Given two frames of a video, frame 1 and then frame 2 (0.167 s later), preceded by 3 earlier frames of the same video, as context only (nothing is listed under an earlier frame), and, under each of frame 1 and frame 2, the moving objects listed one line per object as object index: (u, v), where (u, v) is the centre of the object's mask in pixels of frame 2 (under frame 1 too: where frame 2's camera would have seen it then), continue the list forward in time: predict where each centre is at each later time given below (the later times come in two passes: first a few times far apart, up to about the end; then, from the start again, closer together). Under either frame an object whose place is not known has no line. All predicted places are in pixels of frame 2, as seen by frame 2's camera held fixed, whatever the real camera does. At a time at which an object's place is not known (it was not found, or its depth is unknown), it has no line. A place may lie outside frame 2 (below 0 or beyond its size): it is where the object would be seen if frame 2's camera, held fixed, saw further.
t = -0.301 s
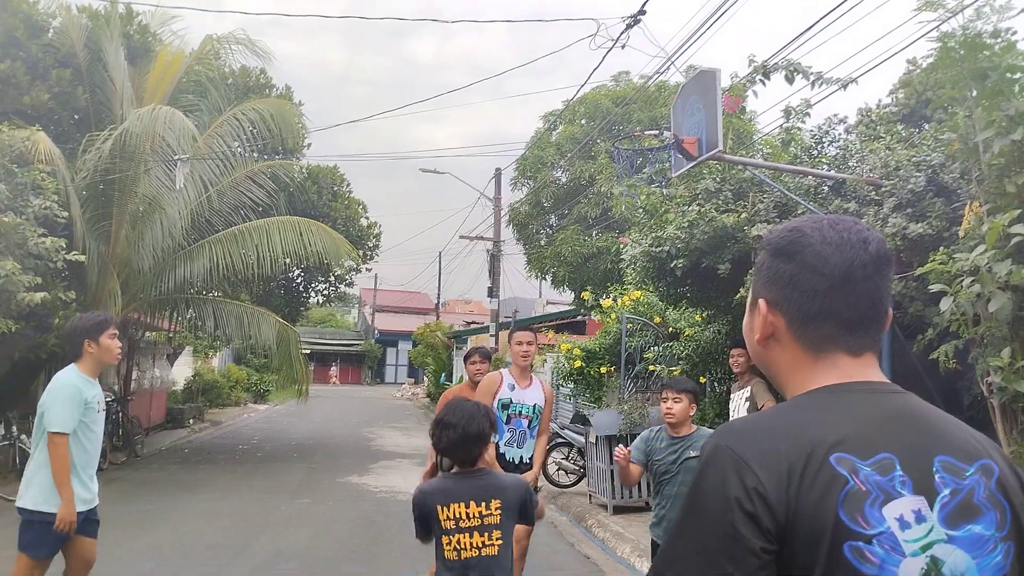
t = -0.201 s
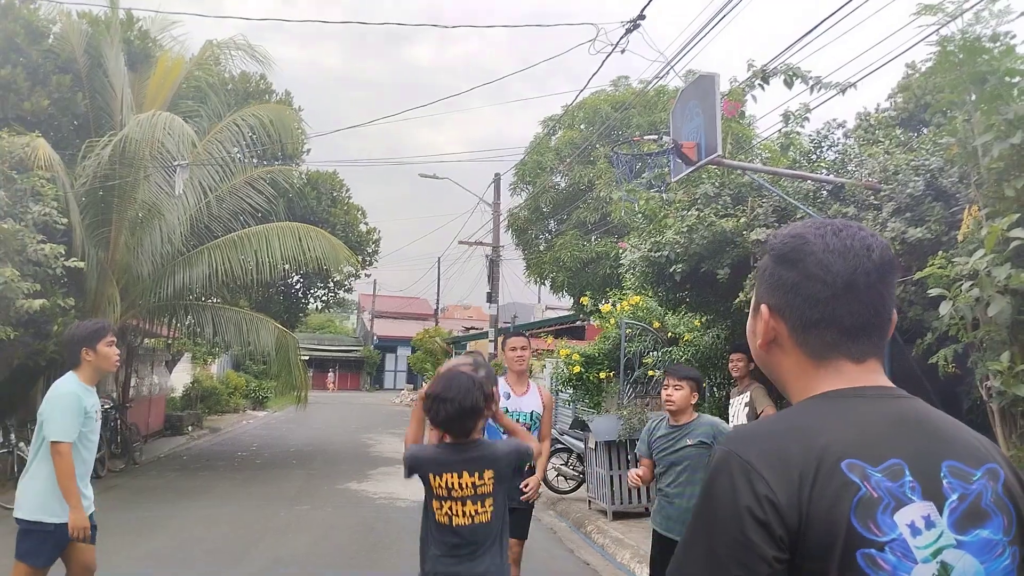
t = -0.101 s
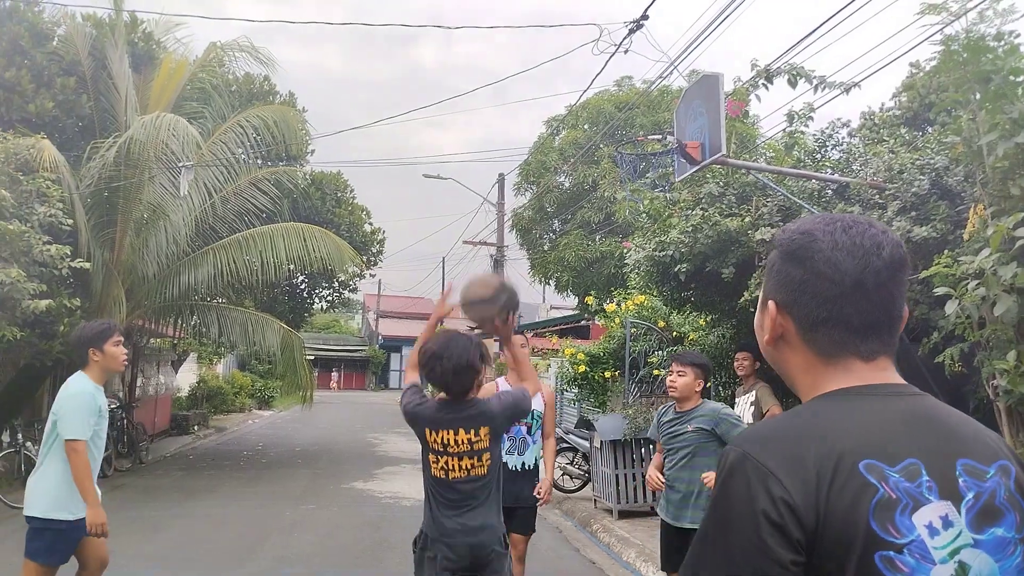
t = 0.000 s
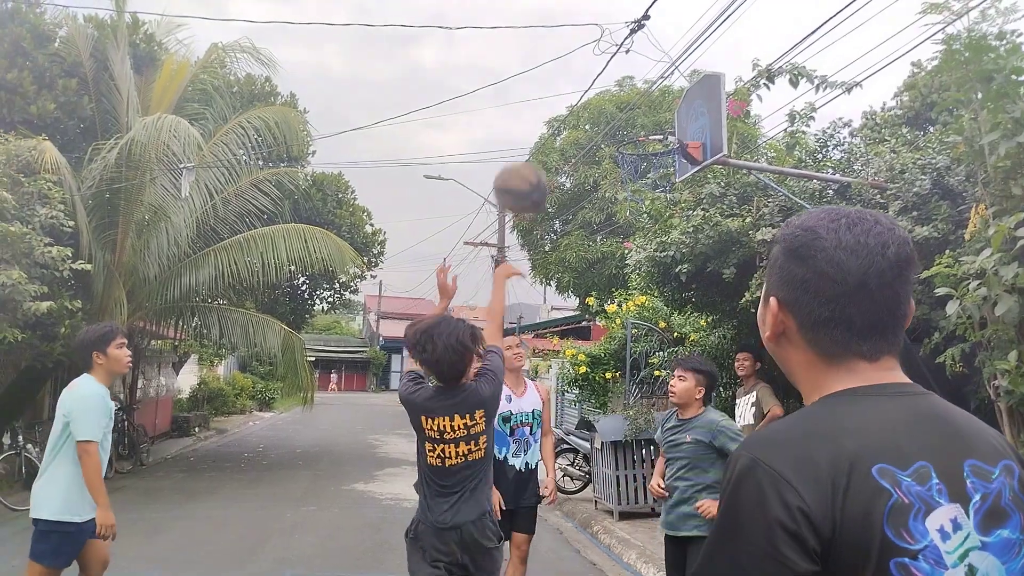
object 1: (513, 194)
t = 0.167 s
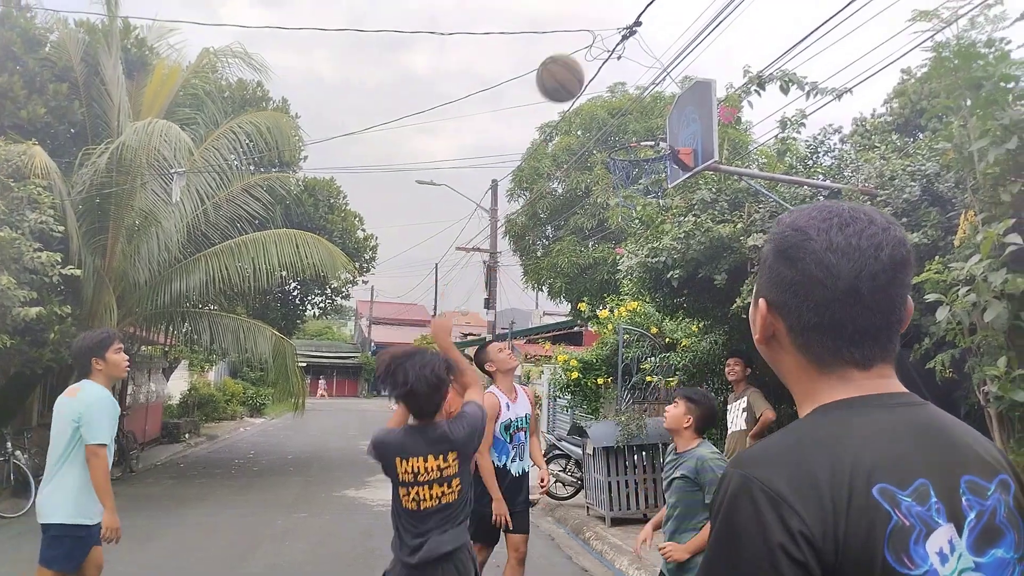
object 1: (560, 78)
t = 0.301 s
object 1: (590, 39)
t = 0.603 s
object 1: (634, 64)
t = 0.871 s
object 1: (639, 167)
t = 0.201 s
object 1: (567, 65)
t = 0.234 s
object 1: (575, 53)
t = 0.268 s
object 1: (583, 45)
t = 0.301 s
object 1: (590, 39)
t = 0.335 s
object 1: (595, 35)
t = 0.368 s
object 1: (601, 33)
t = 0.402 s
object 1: (607, 32)
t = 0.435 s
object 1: (611, 34)
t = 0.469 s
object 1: (616, 37)
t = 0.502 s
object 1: (621, 42)
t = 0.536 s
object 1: (626, 48)
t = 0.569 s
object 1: (630, 55)
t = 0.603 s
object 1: (634, 64)
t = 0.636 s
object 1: (638, 75)
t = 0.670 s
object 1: (642, 87)
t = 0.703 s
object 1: (645, 100)
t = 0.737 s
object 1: (649, 114)
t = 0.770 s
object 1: (652, 128)
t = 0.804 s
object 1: (652, 142)
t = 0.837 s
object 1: (648, 150)
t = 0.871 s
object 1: (639, 167)
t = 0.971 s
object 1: (629, 209)
